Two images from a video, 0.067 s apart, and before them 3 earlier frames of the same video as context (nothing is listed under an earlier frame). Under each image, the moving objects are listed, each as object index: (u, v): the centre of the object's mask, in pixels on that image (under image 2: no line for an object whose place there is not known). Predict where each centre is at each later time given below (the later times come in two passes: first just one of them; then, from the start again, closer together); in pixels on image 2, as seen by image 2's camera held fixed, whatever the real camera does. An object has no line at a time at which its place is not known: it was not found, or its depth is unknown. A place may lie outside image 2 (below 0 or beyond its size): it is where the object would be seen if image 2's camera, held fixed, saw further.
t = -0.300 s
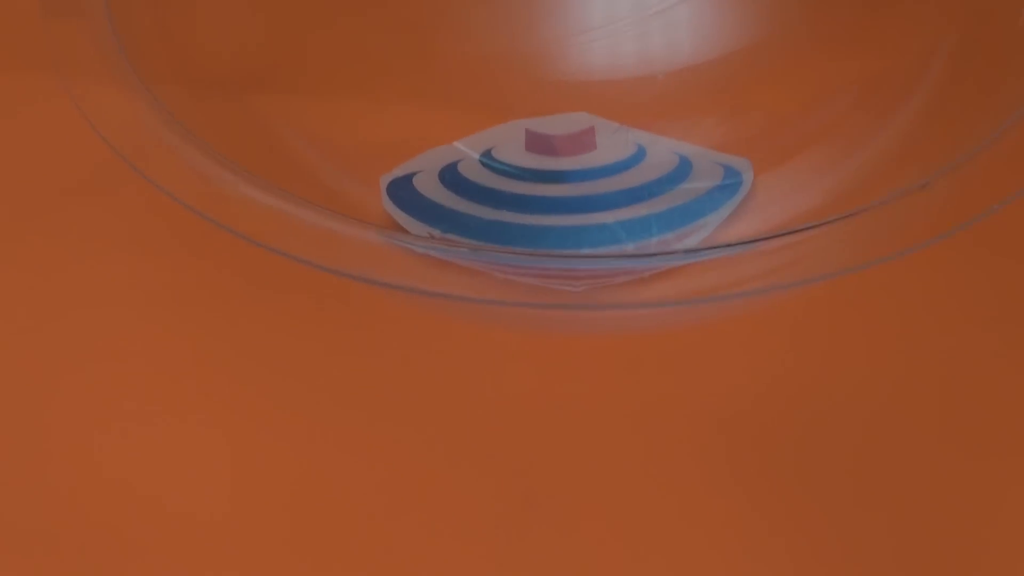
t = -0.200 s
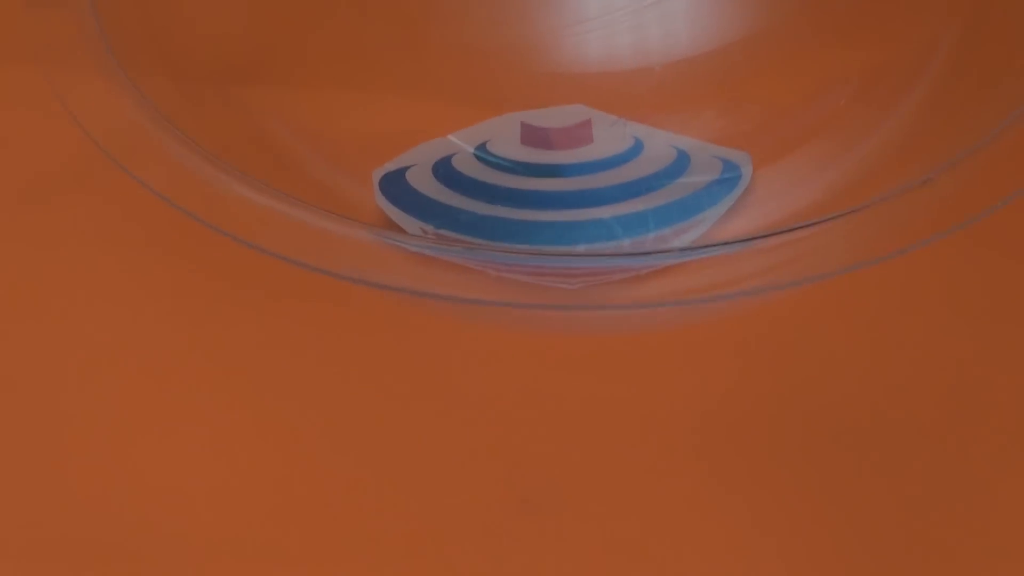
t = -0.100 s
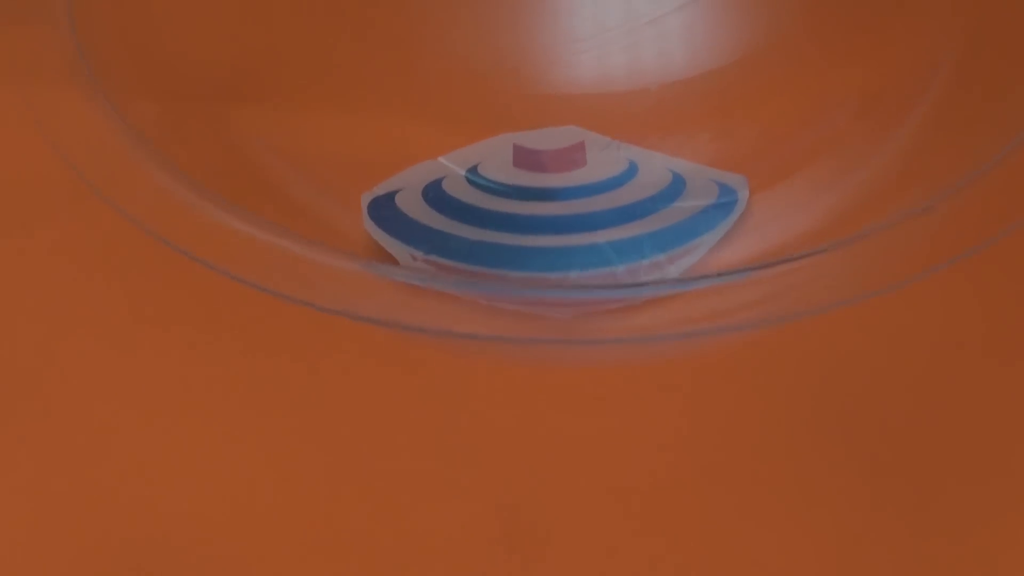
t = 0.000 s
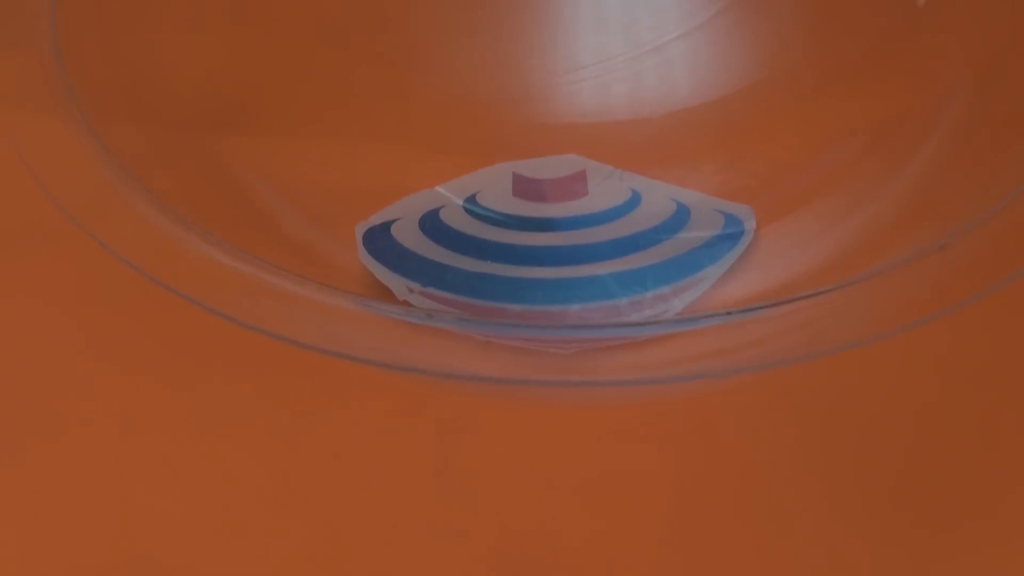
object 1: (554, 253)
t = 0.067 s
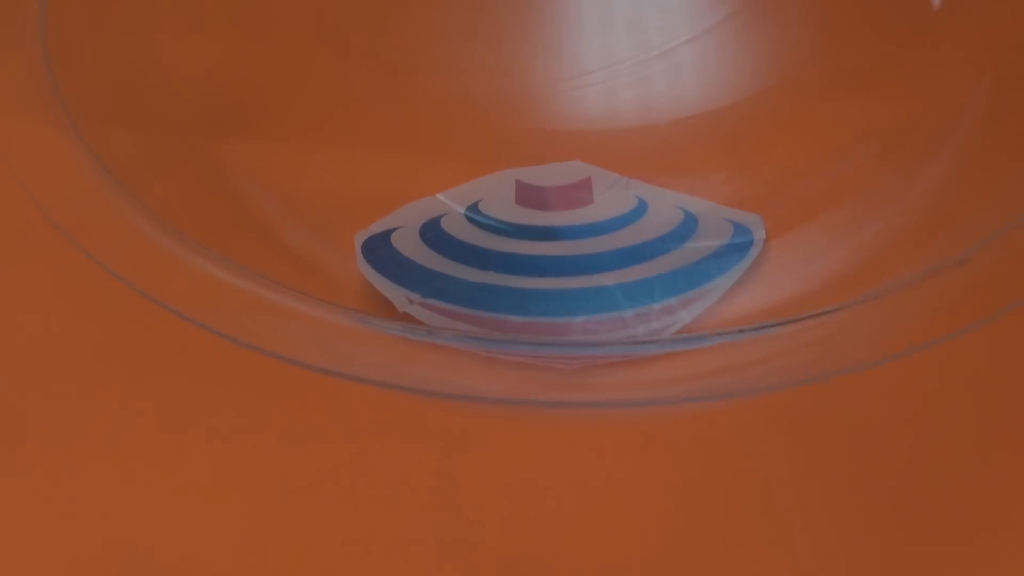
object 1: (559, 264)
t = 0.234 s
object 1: (554, 263)
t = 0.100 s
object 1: (559, 265)
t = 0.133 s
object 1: (558, 258)
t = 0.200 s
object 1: (556, 262)
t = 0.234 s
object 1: (554, 263)
